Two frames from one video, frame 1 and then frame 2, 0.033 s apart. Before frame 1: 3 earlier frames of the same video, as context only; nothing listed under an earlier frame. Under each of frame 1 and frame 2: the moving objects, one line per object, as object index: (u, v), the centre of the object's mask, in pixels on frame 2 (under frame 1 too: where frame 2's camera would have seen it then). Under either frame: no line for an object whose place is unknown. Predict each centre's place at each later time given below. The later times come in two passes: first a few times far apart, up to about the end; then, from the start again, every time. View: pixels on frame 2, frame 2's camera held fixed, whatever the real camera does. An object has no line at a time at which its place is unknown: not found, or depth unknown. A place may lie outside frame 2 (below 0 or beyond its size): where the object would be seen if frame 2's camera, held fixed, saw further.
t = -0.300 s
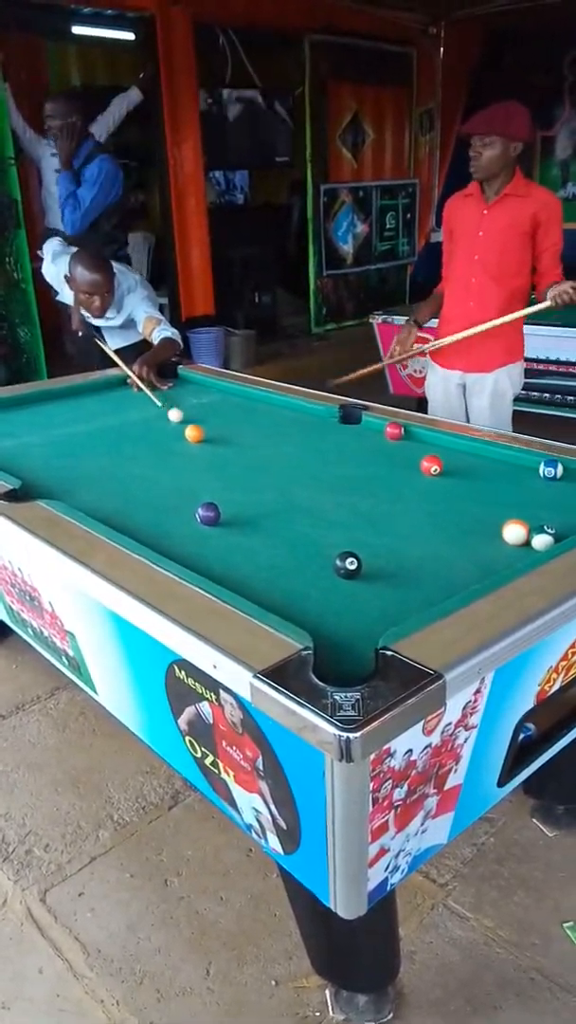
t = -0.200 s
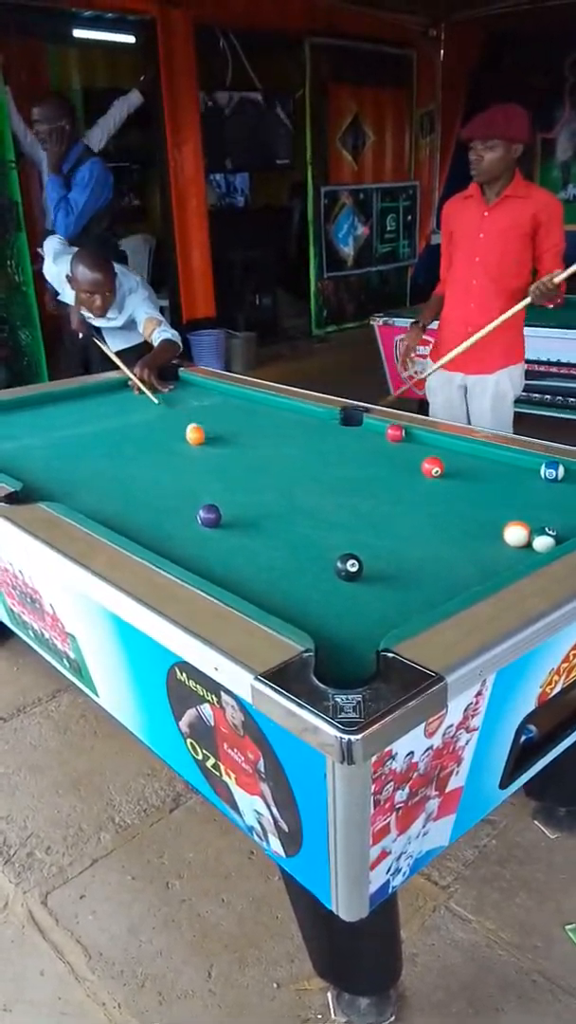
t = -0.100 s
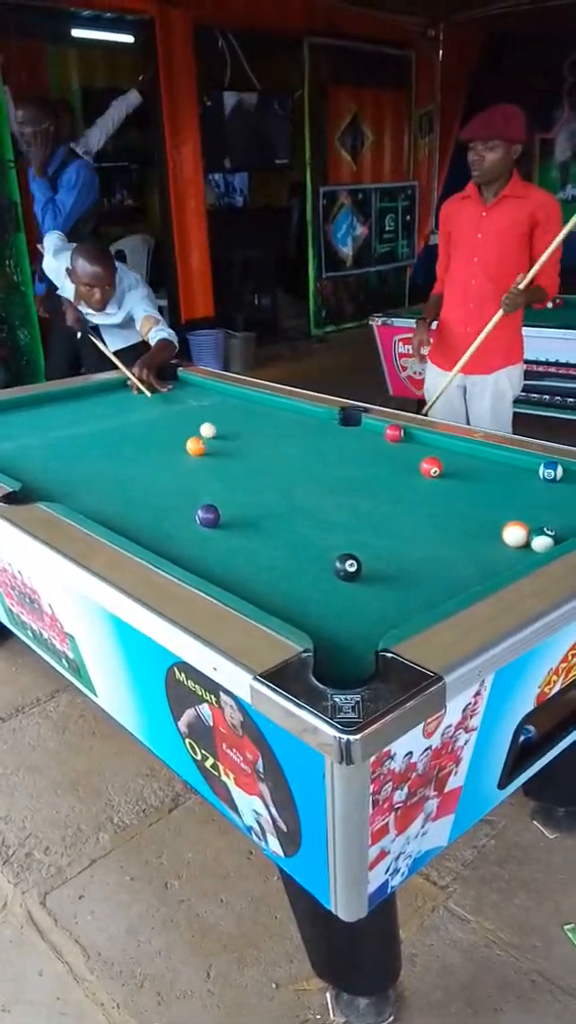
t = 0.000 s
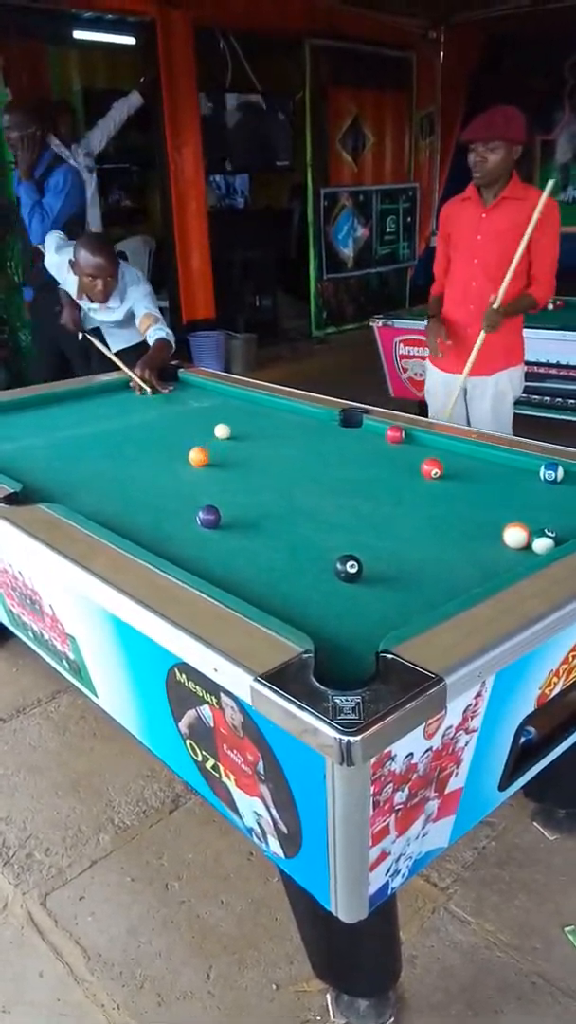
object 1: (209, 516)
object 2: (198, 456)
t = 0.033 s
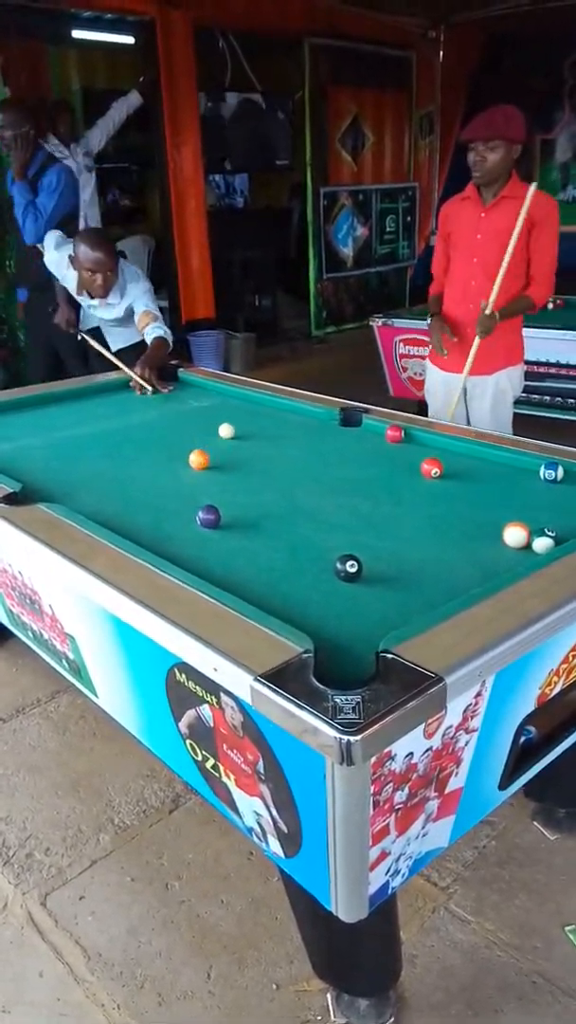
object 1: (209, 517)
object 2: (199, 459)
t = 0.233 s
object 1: (209, 517)
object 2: (204, 479)
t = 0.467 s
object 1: (209, 517)
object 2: (211, 502)
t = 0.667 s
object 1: (204, 536)
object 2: (222, 512)
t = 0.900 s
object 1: (199, 558)
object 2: (237, 518)
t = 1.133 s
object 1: (211, 571)
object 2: (252, 524)
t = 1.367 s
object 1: (248, 575)
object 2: (267, 529)
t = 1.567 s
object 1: (279, 577)
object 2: (279, 533)
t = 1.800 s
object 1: (312, 579)
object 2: (293, 538)
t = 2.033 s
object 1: (347, 582)
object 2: (307, 542)
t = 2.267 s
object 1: (378, 584)
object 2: (320, 546)
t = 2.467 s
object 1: (405, 586)
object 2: (329, 549)
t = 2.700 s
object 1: (435, 589)
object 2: (337, 550)
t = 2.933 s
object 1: (460, 587)
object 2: (348, 550)
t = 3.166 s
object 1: (457, 584)
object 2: (358, 553)
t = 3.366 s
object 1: (455, 579)
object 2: (364, 555)
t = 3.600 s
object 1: (453, 573)
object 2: (367, 557)
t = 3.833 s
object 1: (452, 569)
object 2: (369, 558)
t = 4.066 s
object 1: (453, 566)
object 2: (368, 558)
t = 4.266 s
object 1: (456, 565)
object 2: (368, 558)
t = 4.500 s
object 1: (459, 564)
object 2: (368, 558)
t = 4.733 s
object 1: (459, 563)
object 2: (368, 557)
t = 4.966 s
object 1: (459, 564)
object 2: (368, 558)
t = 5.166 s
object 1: (459, 564)
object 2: (368, 558)
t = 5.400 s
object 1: (459, 564)
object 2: (368, 558)
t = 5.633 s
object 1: (459, 563)
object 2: (368, 558)
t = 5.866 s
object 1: (459, 563)
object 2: (368, 557)
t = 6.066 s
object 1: (459, 563)
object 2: (368, 558)
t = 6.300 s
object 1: (459, 563)
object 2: (368, 557)
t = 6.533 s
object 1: (459, 564)
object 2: (368, 558)
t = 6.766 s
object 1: (460, 564)
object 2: (369, 557)
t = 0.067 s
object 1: (209, 517)
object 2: (199, 462)
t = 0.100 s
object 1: (209, 517)
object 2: (200, 465)
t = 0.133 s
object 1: (209, 516)
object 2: (201, 469)
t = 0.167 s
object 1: (209, 517)
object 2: (202, 472)
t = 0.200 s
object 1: (209, 517)
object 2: (203, 475)
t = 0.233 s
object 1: (209, 517)
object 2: (204, 479)
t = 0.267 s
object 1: (209, 517)
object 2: (204, 483)
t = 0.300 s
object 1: (209, 517)
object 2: (205, 487)
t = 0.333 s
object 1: (209, 516)
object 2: (206, 490)
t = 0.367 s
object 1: (209, 517)
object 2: (207, 494)
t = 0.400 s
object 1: (209, 517)
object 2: (208, 497)
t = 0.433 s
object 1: (209, 517)
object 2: (209, 499)
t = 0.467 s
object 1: (209, 517)
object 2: (211, 502)
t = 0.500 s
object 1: (208, 520)
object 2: (213, 504)
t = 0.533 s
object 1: (207, 523)
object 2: (215, 506)
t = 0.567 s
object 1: (206, 527)
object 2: (217, 508)
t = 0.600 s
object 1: (205, 530)
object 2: (218, 510)
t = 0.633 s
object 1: (205, 533)
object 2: (220, 511)
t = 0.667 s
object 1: (204, 536)
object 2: (222, 512)
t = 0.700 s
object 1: (204, 539)
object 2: (225, 513)
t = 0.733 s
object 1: (203, 542)
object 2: (227, 514)
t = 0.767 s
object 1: (202, 545)
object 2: (229, 514)
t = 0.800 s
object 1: (202, 548)
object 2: (231, 515)
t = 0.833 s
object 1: (201, 551)
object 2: (233, 516)
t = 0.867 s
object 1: (200, 555)
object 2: (235, 517)
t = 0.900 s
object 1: (199, 558)
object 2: (237, 518)
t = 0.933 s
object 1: (198, 561)
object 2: (239, 519)
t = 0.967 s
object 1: (198, 564)
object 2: (241, 520)
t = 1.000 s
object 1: (198, 566)
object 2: (243, 520)
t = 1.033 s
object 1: (199, 568)
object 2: (245, 521)
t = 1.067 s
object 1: (202, 570)
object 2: (247, 522)
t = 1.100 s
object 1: (207, 571)
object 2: (250, 523)
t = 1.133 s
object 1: (211, 571)
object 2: (252, 524)
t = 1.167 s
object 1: (216, 573)
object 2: (254, 524)
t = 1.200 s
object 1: (220, 574)
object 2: (256, 525)
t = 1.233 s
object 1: (225, 574)
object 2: (258, 526)
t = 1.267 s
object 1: (230, 575)
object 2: (260, 527)
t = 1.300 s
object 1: (236, 575)
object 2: (262, 527)
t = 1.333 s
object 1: (242, 575)
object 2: (264, 528)
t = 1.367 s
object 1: (248, 575)
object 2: (267, 529)
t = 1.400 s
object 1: (253, 576)
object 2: (269, 530)
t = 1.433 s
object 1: (258, 576)
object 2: (271, 530)
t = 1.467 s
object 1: (263, 576)
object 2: (273, 531)
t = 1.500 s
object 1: (269, 577)
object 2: (275, 532)
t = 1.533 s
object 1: (274, 577)
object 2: (277, 532)
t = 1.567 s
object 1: (279, 577)
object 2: (279, 533)
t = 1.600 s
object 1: (284, 577)
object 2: (281, 534)
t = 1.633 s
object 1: (289, 578)
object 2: (283, 534)
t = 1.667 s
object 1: (293, 578)
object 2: (285, 535)
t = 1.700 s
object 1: (298, 579)
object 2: (287, 536)
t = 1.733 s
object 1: (302, 579)
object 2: (289, 536)
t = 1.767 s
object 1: (307, 579)
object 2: (291, 537)
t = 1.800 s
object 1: (312, 579)
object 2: (293, 538)
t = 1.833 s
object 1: (317, 579)
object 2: (295, 538)
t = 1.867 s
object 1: (322, 580)
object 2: (297, 539)
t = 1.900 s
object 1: (327, 580)
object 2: (299, 539)
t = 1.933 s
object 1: (332, 581)
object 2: (301, 540)
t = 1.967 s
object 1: (337, 581)
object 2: (303, 540)
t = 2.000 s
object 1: (341, 582)
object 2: (305, 541)
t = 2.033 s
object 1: (347, 582)
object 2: (307, 542)
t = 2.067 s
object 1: (351, 582)
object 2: (309, 542)
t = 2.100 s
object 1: (355, 583)
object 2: (311, 543)
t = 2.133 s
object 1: (360, 582)
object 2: (313, 543)
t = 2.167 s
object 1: (364, 583)
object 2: (315, 544)
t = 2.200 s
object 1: (369, 583)
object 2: (316, 545)
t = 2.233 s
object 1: (373, 584)
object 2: (318, 545)
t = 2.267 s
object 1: (378, 584)
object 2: (320, 546)
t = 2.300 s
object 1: (382, 585)
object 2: (321, 546)
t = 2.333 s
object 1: (387, 585)
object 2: (323, 547)
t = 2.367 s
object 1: (392, 586)
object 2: (324, 547)
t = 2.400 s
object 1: (396, 586)
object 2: (326, 548)
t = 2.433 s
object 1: (400, 586)
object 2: (327, 548)
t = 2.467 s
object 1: (405, 586)
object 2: (329, 549)
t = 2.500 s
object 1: (409, 587)
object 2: (330, 549)
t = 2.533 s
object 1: (414, 587)
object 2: (331, 549)
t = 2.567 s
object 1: (418, 588)
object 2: (333, 549)
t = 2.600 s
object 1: (422, 588)
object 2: (334, 549)
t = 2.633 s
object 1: (426, 589)
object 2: (335, 549)
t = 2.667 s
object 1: (431, 589)
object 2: (336, 550)
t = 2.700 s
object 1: (435, 589)
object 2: (337, 550)
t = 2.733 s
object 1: (439, 590)
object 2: (339, 550)
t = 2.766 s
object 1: (442, 590)
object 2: (340, 550)
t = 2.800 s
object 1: (445, 589)
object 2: (342, 550)
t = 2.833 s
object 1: (449, 589)
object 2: (343, 550)
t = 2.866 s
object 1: (453, 589)
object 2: (345, 550)
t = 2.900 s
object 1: (456, 588)
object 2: (346, 550)
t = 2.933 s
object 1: (460, 587)
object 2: (348, 550)
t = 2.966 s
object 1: (460, 587)
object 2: (349, 550)
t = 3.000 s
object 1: (460, 586)
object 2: (352, 550)
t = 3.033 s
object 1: (459, 585)
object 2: (353, 551)
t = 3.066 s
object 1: (458, 585)
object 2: (354, 551)
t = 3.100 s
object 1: (458, 585)
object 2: (356, 552)
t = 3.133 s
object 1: (458, 584)
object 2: (357, 552)
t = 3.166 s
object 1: (457, 584)
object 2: (358, 553)
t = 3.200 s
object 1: (457, 583)
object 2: (359, 553)
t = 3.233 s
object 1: (456, 582)
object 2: (360, 553)
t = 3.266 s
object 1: (456, 581)
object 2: (361, 554)
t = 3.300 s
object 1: (456, 580)
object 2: (362, 554)
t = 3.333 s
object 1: (456, 580)
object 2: (363, 554)
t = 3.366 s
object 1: (455, 579)
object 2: (364, 555)
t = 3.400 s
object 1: (455, 578)
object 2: (364, 555)
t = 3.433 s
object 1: (454, 577)
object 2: (365, 556)
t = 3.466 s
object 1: (454, 576)
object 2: (366, 556)
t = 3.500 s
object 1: (454, 575)
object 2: (366, 556)
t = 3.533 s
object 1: (453, 575)
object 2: (367, 556)
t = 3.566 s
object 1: (453, 574)
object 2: (367, 557)
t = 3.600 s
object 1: (453, 573)
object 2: (367, 557)
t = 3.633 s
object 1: (453, 572)
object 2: (368, 557)
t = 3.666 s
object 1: (453, 571)
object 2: (368, 557)
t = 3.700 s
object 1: (453, 571)
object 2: (368, 557)
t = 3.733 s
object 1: (453, 571)
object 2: (369, 557)
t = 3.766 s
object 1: (452, 570)
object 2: (368, 557)
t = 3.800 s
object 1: (452, 570)
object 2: (369, 558)
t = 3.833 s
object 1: (452, 569)
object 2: (369, 558)
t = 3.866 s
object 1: (452, 568)
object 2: (369, 558)
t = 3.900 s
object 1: (452, 568)
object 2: (369, 558)
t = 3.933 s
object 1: (453, 567)
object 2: (369, 558)
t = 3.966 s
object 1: (453, 568)
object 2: (369, 558)
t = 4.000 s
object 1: (453, 567)
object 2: (369, 558)
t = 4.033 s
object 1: (453, 567)
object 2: (369, 558)
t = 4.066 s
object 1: (453, 566)
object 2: (368, 558)
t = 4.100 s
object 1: (454, 566)
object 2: (369, 558)
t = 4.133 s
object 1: (454, 566)
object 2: (369, 558)
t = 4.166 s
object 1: (454, 565)
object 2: (369, 558)
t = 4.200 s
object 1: (455, 565)
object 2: (368, 558)
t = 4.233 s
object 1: (455, 565)
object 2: (368, 558)
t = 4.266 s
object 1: (456, 565)
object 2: (368, 558)
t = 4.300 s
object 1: (456, 565)
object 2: (368, 558)
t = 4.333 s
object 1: (457, 564)
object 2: (368, 558)
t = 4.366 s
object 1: (457, 564)
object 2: (368, 558)
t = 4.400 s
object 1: (458, 564)
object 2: (368, 558)
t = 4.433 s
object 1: (458, 564)
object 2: (368, 557)
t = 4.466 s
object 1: (459, 564)
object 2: (368, 558)
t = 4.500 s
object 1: (459, 564)
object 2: (368, 558)
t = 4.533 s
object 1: (459, 564)
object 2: (368, 558)
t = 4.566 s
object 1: (459, 564)
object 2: (368, 558)
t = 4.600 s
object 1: (459, 564)
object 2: (368, 558)
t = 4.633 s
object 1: (459, 564)
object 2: (368, 558)
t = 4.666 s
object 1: (460, 564)
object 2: (368, 558)
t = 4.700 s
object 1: (459, 563)
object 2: (368, 558)
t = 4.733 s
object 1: (459, 563)
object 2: (368, 557)
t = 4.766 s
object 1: (459, 563)
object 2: (368, 558)
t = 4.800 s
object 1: (459, 563)
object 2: (368, 558)
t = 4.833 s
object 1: (459, 563)
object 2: (368, 558)
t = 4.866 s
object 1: (459, 563)
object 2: (368, 558)
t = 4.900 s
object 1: (459, 564)
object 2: (368, 558)
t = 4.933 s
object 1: (459, 564)
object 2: (368, 558)
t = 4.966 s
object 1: (459, 564)
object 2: (368, 558)
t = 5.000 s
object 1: (459, 564)
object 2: (368, 558)
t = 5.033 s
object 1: (459, 564)
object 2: (368, 558)
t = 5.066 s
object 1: (459, 564)
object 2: (368, 558)
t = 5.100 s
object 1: (459, 564)
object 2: (368, 558)
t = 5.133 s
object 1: (459, 564)
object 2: (368, 558)
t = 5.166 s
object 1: (459, 564)
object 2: (368, 558)
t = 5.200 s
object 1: (459, 564)
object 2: (368, 558)
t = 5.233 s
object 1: (459, 564)
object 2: (368, 558)
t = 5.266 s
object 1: (460, 564)
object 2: (368, 558)
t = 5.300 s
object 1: (459, 564)
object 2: (368, 558)
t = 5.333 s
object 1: (459, 564)
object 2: (368, 558)
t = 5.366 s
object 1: (459, 564)
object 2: (368, 557)
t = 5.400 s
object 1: (459, 564)
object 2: (368, 558)
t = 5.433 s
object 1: (459, 564)
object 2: (368, 558)
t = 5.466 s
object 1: (459, 563)
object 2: (368, 558)
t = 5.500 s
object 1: (459, 563)
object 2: (368, 558)
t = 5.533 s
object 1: (459, 563)
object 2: (368, 558)
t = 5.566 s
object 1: (459, 563)
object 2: (368, 557)
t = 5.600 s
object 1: (459, 563)
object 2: (368, 557)
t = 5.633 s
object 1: (459, 563)
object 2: (368, 558)
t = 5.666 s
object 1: (459, 563)
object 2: (368, 558)
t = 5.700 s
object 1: (459, 563)
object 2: (368, 558)
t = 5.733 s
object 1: (459, 563)
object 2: (368, 557)
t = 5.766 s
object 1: (459, 563)
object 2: (368, 558)
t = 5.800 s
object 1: (459, 564)
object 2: (368, 558)
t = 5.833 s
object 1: (459, 563)
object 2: (368, 558)
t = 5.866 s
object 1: (459, 563)
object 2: (368, 557)
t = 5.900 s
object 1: (459, 563)
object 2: (368, 557)
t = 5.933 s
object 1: (460, 564)
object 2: (368, 558)
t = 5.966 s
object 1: (459, 564)
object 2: (368, 558)
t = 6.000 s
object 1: (459, 563)
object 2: (368, 557)
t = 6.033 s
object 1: (459, 564)
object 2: (368, 557)
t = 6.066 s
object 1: (459, 563)
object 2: (368, 558)
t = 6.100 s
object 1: (459, 564)
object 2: (368, 558)
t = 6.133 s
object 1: (459, 564)
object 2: (368, 558)
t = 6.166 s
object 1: (459, 563)
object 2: (369, 557)
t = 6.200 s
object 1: (459, 564)
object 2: (368, 558)
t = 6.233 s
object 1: (459, 564)
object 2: (368, 558)
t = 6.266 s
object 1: (459, 564)
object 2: (368, 558)
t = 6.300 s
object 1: (459, 563)
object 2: (368, 557)
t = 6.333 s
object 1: (459, 564)
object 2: (369, 557)
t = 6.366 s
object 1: (459, 564)
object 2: (368, 558)
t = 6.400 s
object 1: (460, 564)
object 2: (368, 558)
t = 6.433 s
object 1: (459, 563)
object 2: (368, 558)
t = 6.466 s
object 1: (459, 564)
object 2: (368, 558)
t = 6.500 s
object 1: (459, 564)
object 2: (368, 558)
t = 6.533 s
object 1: (459, 564)
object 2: (368, 558)
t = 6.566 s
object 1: (459, 563)
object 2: (368, 557)
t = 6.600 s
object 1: (459, 564)
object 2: (368, 558)
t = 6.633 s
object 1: (459, 564)
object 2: (368, 558)
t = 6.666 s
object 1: (459, 564)
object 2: (369, 558)
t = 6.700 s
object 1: (460, 564)
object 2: (369, 557)
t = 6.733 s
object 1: (459, 564)
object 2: (368, 558)
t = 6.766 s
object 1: (460, 564)
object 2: (369, 557)
